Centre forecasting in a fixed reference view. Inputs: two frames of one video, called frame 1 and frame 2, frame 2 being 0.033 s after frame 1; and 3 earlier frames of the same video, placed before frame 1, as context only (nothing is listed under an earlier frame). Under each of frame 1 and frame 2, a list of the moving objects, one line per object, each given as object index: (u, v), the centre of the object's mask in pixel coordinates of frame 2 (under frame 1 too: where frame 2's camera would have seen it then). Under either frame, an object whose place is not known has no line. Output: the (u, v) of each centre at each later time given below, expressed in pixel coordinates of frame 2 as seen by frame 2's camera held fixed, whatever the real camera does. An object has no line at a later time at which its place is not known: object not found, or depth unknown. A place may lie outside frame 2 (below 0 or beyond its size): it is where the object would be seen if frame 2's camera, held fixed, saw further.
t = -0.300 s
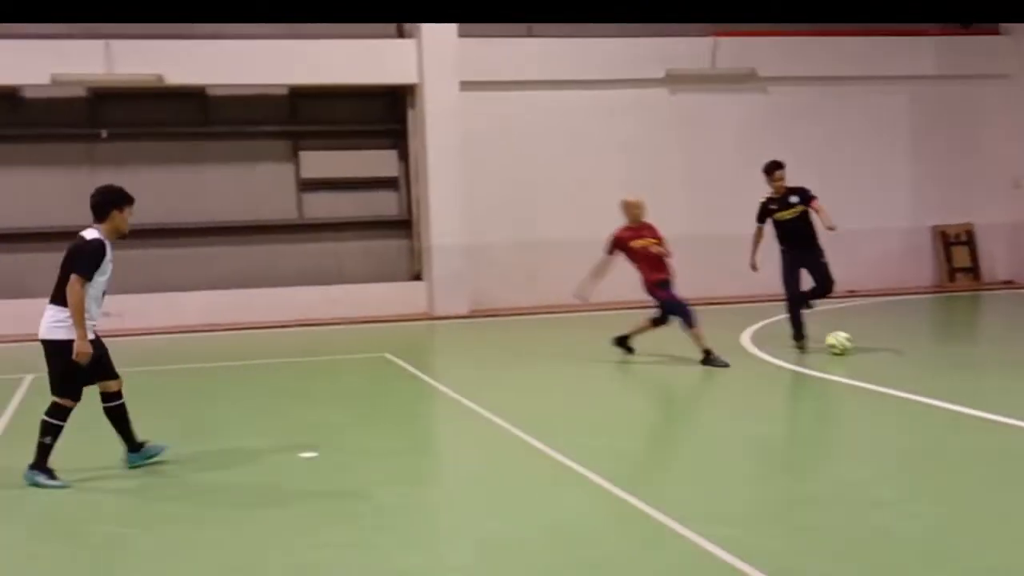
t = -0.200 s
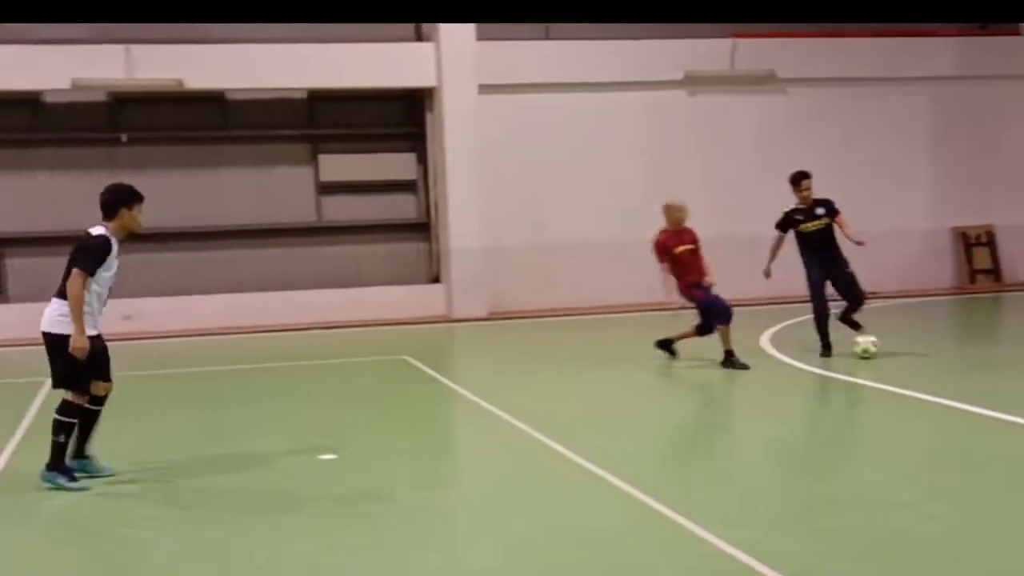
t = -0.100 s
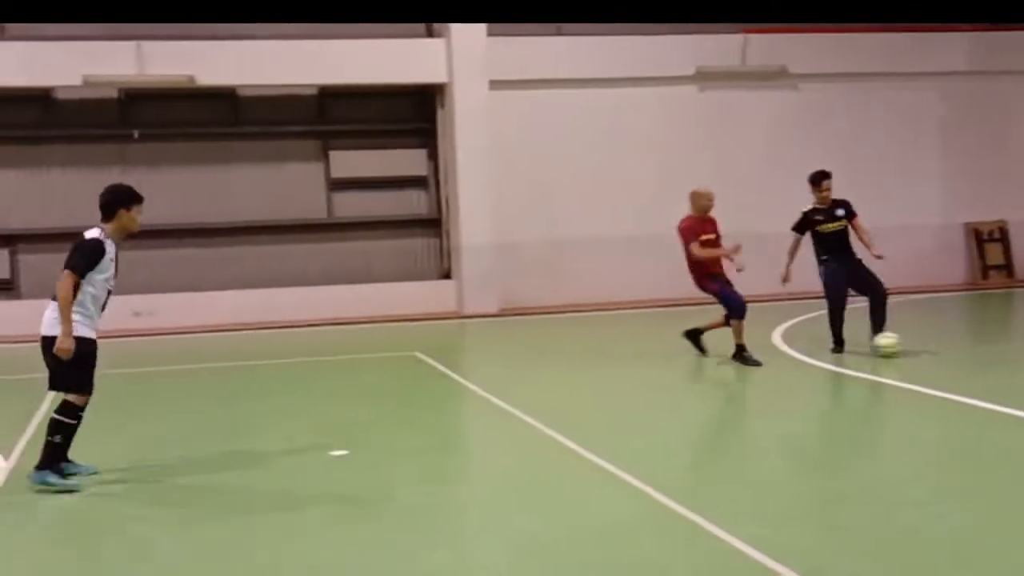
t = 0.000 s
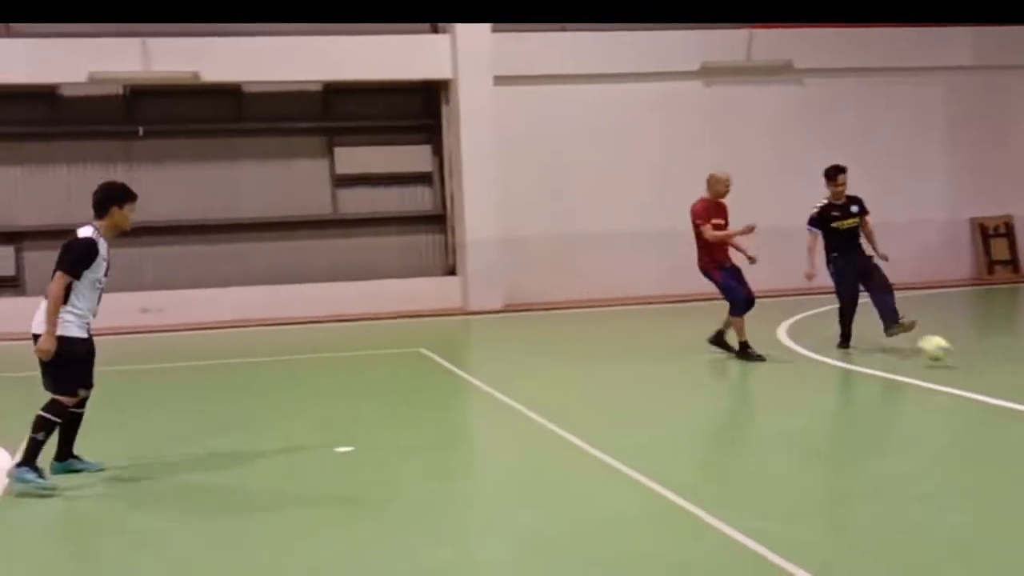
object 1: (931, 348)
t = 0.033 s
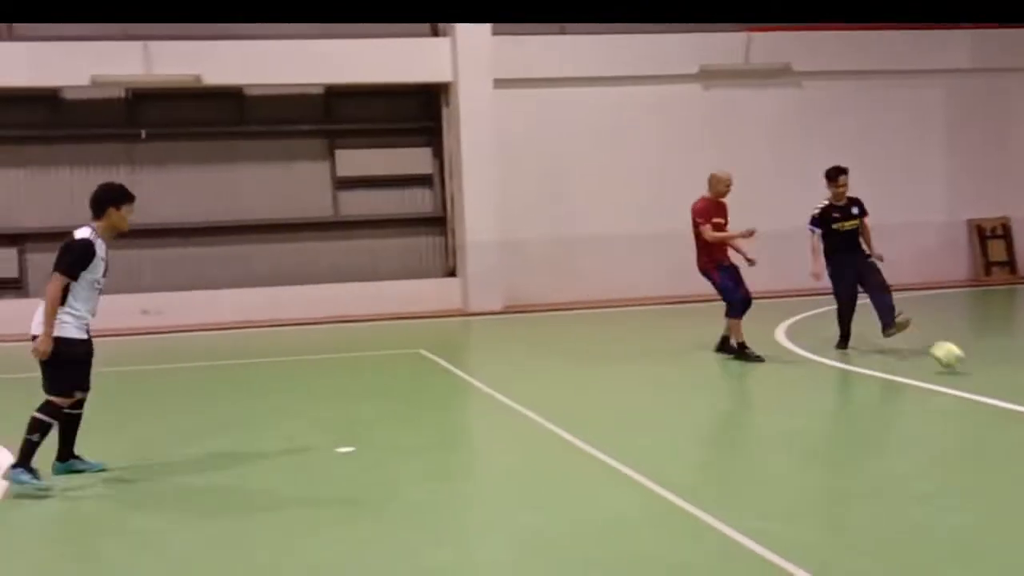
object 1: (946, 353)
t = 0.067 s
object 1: (963, 362)
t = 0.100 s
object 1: (980, 371)
